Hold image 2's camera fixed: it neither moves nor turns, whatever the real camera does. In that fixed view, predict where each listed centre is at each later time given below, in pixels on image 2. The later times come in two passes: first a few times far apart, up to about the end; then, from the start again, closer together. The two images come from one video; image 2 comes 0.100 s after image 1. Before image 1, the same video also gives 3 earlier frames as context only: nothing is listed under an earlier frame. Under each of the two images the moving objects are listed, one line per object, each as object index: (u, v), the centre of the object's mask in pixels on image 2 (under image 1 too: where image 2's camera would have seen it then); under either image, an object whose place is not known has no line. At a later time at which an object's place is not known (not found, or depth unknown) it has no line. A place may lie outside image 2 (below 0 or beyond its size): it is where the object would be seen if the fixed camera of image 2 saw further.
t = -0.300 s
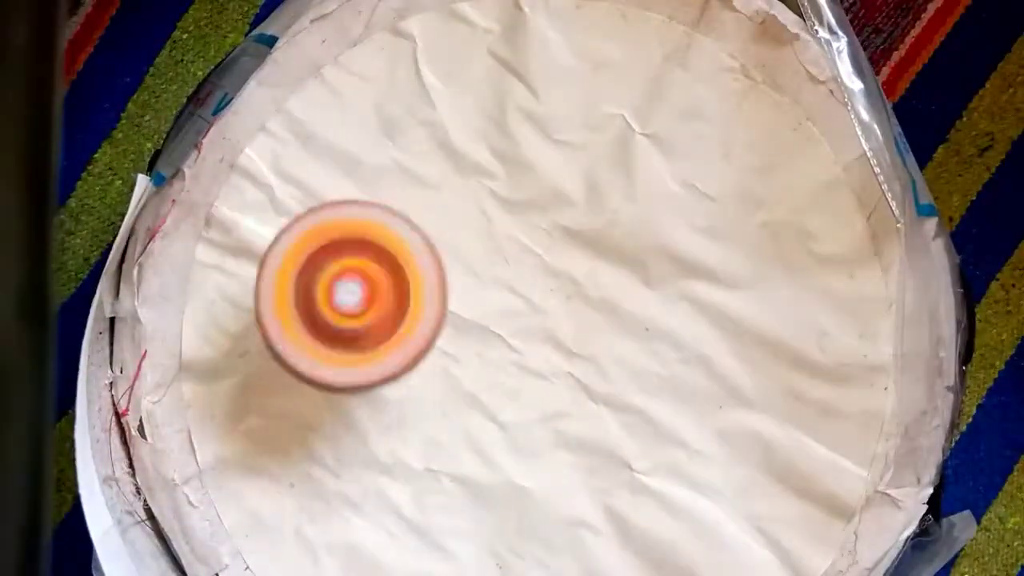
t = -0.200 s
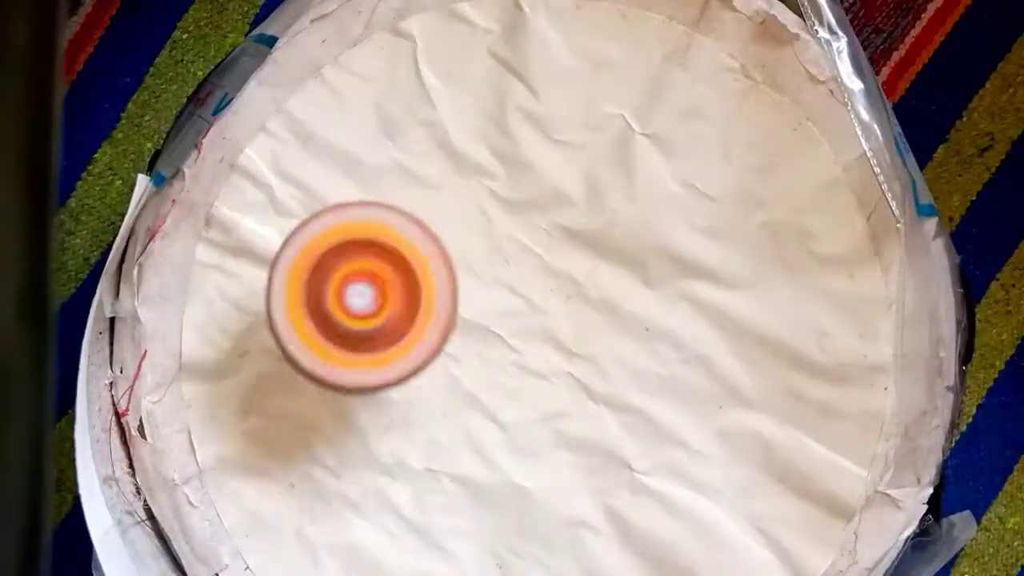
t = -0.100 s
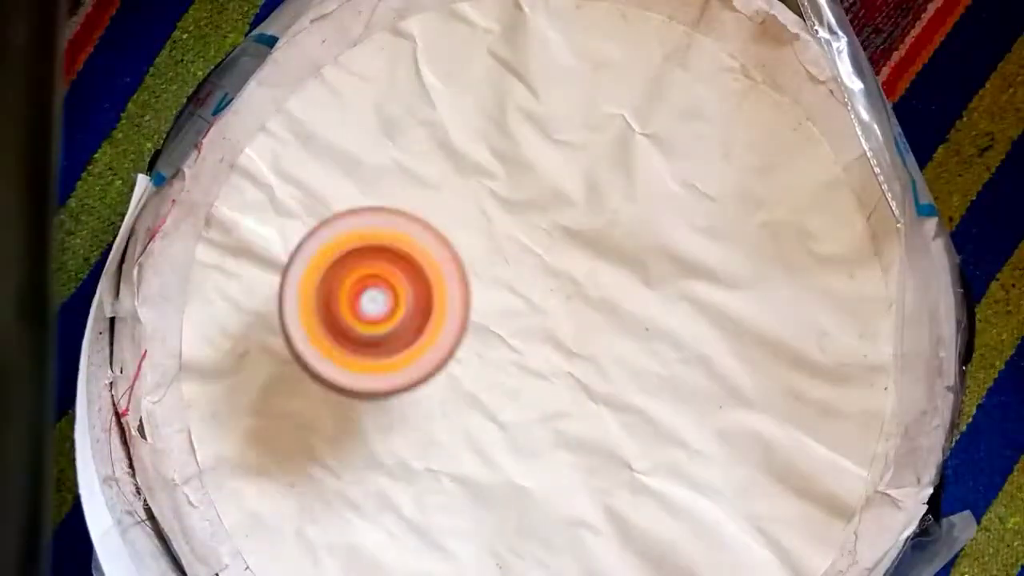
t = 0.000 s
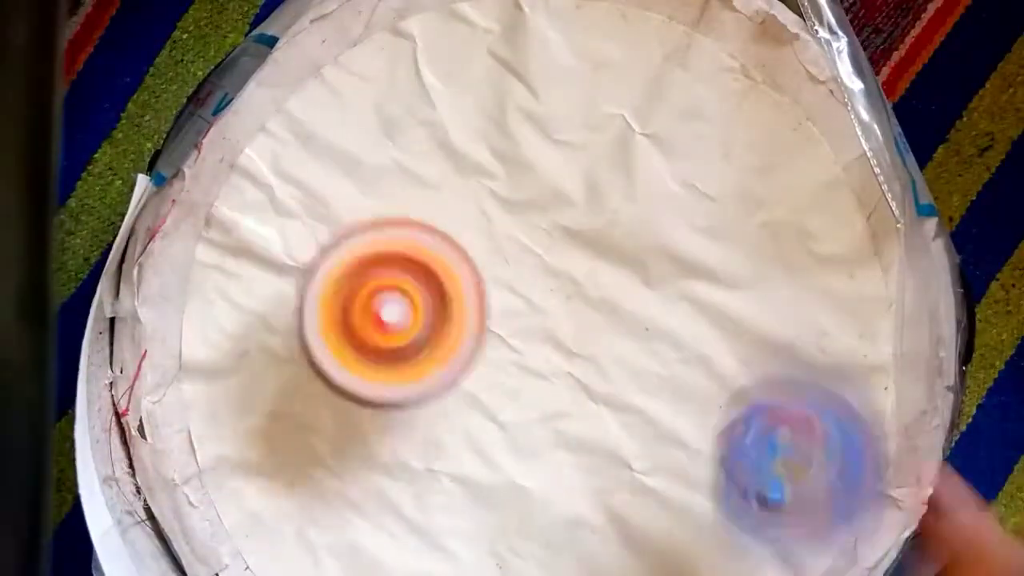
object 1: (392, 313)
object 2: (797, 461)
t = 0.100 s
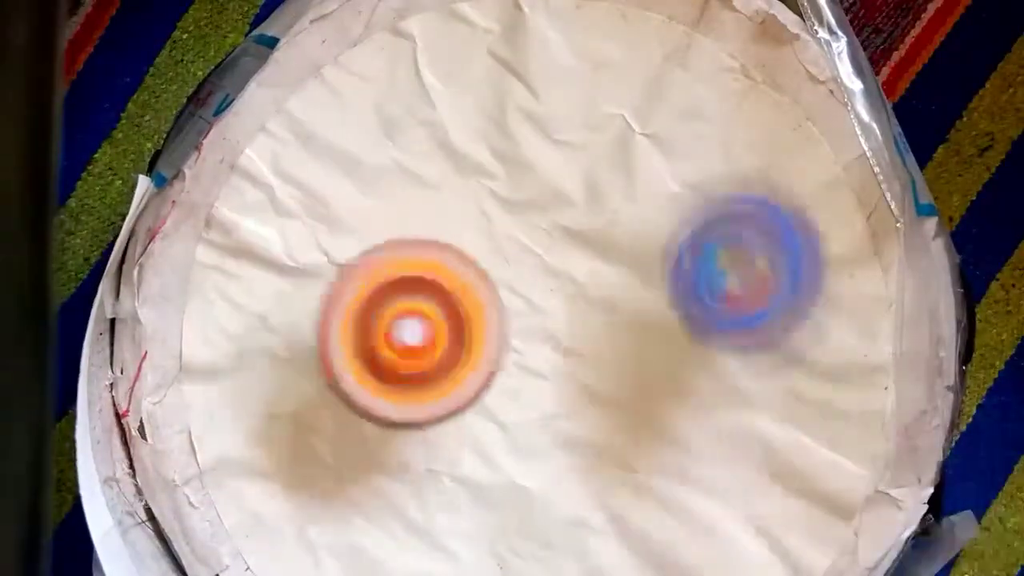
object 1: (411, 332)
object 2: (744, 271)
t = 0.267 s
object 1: (461, 350)
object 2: (642, 143)
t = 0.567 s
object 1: (530, 341)
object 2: (533, 45)
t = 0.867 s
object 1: (562, 350)
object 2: (364, 194)
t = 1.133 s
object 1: (566, 346)
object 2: (381, 365)
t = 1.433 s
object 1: (646, 362)
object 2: (201, 505)
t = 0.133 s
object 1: (419, 338)
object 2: (711, 228)
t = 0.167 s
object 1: (432, 336)
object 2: (692, 199)
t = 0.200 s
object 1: (439, 340)
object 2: (670, 175)
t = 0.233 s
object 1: (454, 344)
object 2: (655, 160)
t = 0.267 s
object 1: (461, 350)
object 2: (642, 143)
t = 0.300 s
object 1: (475, 356)
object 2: (622, 126)
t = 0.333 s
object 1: (480, 358)
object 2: (603, 112)
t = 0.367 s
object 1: (494, 357)
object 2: (583, 98)
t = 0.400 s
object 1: (499, 353)
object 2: (563, 80)
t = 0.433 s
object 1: (511, 352)
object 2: (556, 66)
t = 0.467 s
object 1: (514, 349)
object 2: (549, 57)
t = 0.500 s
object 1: (520, 350)
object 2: (543, 53)
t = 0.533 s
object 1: (522, 343)
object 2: (542, 48)
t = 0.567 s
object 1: (530, 341)
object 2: (533, 45)
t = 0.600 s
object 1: (533, 337)
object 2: (515, 47)
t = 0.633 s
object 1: (545, 338)
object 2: (488, 57)
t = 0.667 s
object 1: (549, 336)
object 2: (451, 76)
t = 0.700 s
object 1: (555, 345)
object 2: (426, 99)
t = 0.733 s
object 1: (552, 349)
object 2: (406, 119)
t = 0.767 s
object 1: (557, 351)
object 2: (388, 139)
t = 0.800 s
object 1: (557, 351)
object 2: (375, 152)
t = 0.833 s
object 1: (562, 348)
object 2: (368, 169)
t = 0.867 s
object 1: (562, 350)
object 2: (364, 194)
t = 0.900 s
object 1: (555, 350)
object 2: (363, 215)
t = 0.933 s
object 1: (547, 350)
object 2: (369, 235)
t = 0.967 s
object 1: (541, 345)
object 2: (374, 260)
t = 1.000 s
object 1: (544, 343)
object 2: (377, 290)
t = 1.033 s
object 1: (546, 343)
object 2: (381, 313)
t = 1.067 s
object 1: (556, 345)
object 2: (386, 330)
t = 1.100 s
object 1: (560, 349)
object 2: (390, 345)
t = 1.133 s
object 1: (566, 346)
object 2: (381, 365)
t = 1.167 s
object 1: (592, 350)
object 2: (315, 395)
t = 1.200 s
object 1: (608, 347)
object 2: (269, 423)
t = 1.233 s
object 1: (622, 351)
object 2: (237, 447)
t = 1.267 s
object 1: (627, 356)
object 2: (215, 464)
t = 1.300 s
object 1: (627, 357)
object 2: (200, 482)
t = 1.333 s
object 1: (630, 356)
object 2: (190, 496)
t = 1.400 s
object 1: (635, 359)
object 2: (200, 501)
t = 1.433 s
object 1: (646, 362)
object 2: (201, 505)
